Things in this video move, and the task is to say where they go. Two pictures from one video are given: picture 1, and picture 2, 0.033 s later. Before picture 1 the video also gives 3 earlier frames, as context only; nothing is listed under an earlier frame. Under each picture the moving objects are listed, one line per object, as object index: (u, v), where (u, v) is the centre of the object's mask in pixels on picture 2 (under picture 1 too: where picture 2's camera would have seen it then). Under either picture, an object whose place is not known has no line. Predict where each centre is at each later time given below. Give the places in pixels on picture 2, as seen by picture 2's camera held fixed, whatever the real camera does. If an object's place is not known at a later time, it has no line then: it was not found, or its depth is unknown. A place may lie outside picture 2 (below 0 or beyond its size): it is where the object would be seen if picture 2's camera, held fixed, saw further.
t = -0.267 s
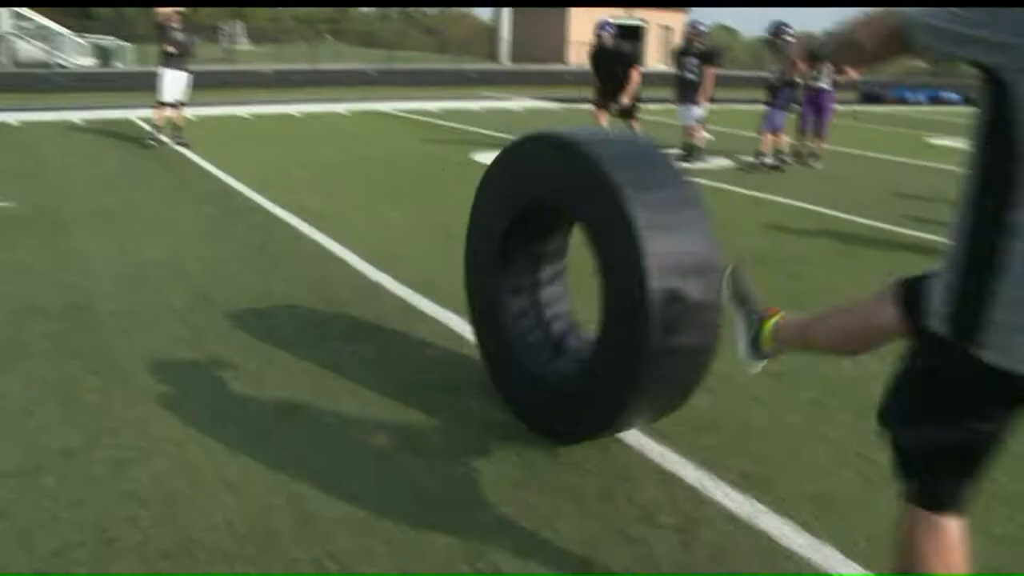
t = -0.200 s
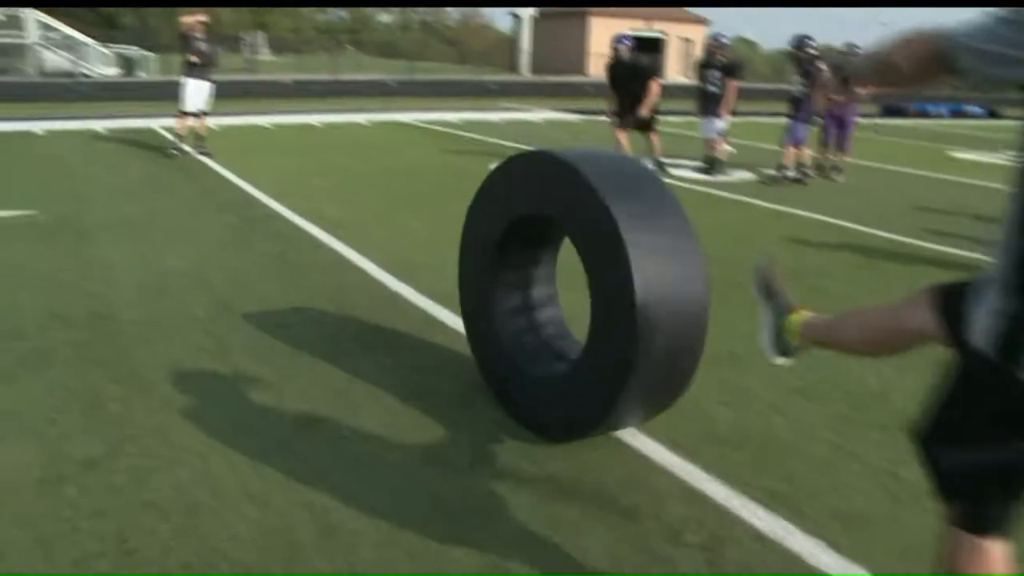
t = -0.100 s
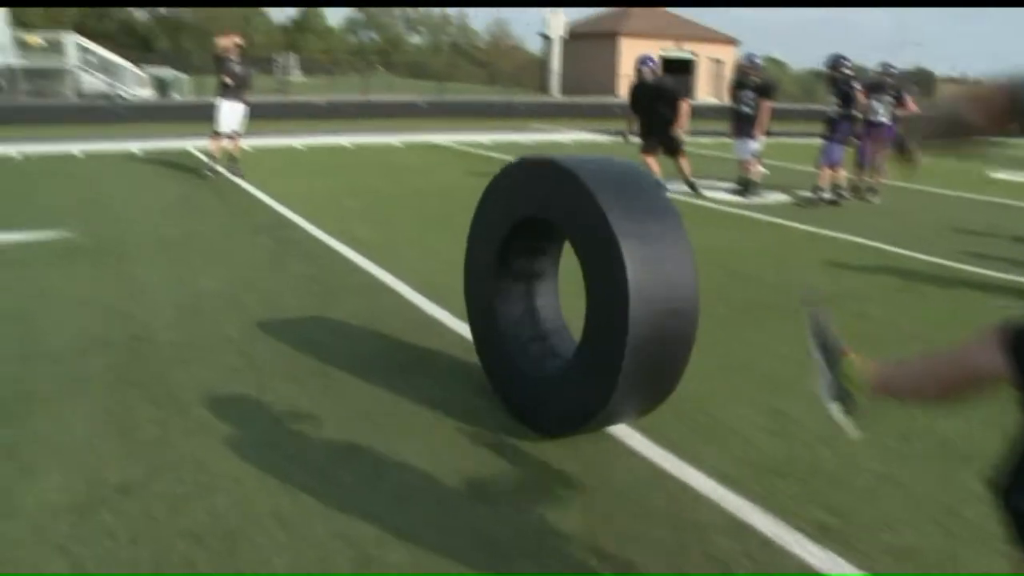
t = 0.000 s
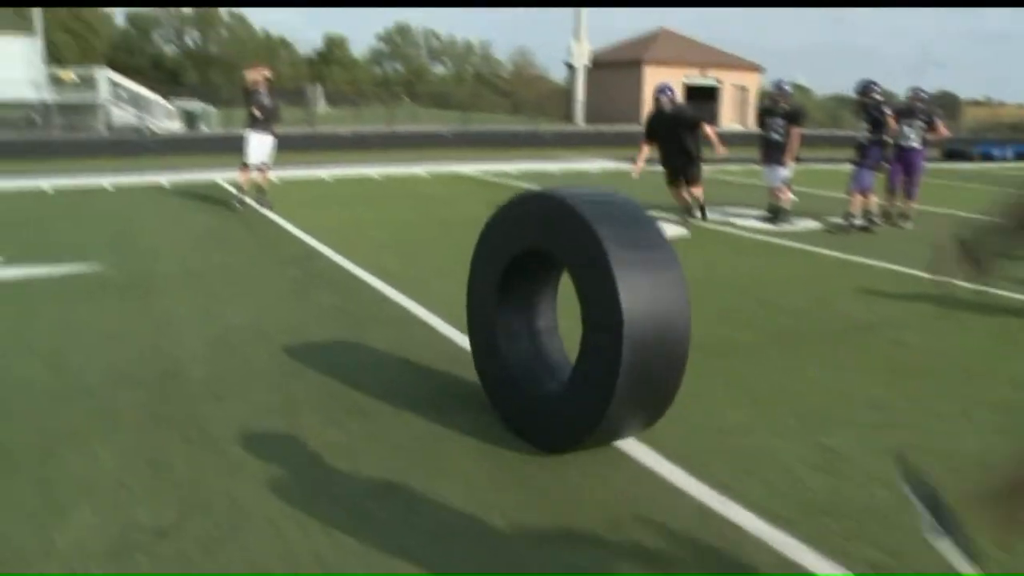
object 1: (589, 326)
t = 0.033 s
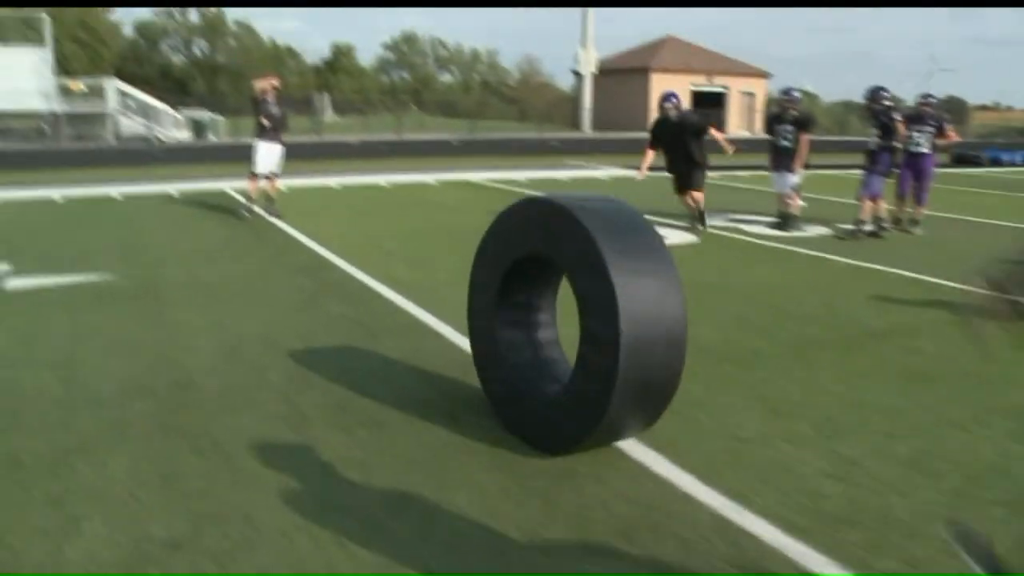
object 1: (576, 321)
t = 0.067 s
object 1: (563, 316)
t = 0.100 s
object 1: (550, 310)
